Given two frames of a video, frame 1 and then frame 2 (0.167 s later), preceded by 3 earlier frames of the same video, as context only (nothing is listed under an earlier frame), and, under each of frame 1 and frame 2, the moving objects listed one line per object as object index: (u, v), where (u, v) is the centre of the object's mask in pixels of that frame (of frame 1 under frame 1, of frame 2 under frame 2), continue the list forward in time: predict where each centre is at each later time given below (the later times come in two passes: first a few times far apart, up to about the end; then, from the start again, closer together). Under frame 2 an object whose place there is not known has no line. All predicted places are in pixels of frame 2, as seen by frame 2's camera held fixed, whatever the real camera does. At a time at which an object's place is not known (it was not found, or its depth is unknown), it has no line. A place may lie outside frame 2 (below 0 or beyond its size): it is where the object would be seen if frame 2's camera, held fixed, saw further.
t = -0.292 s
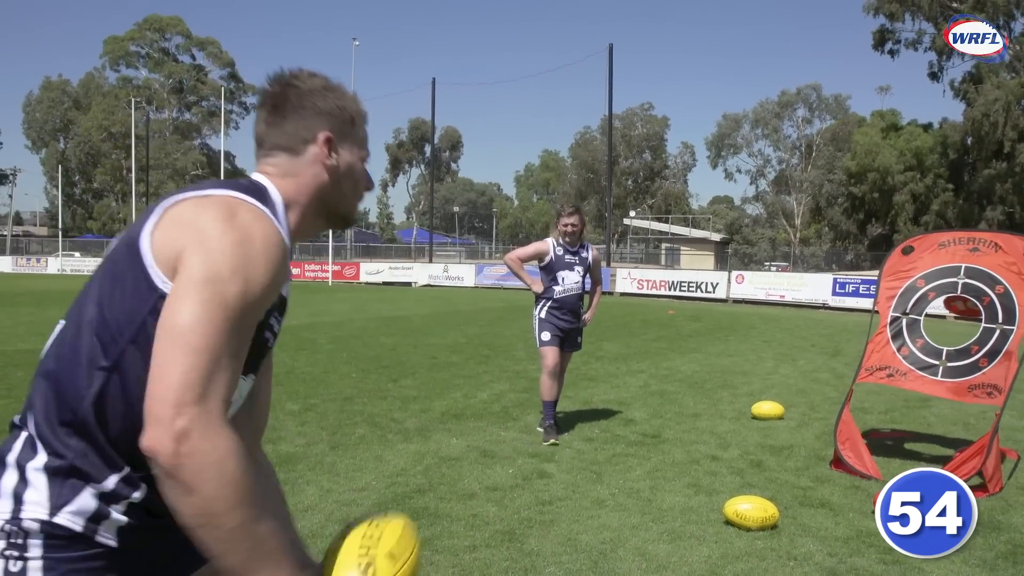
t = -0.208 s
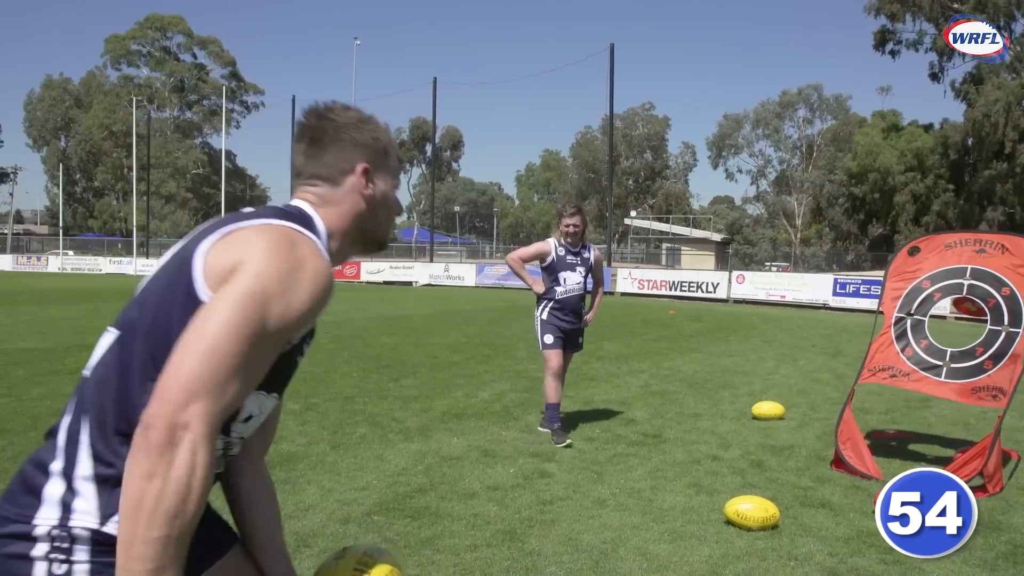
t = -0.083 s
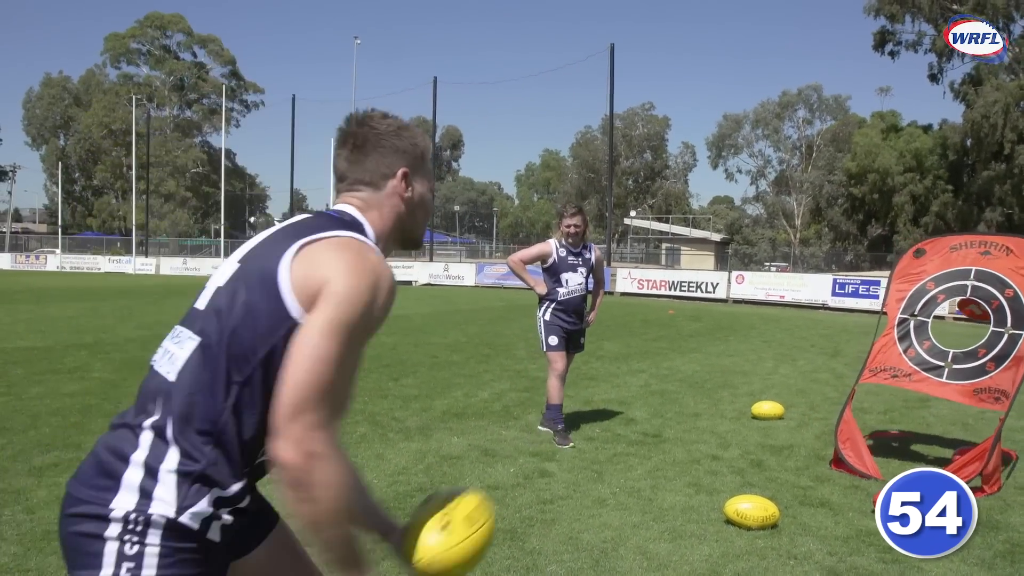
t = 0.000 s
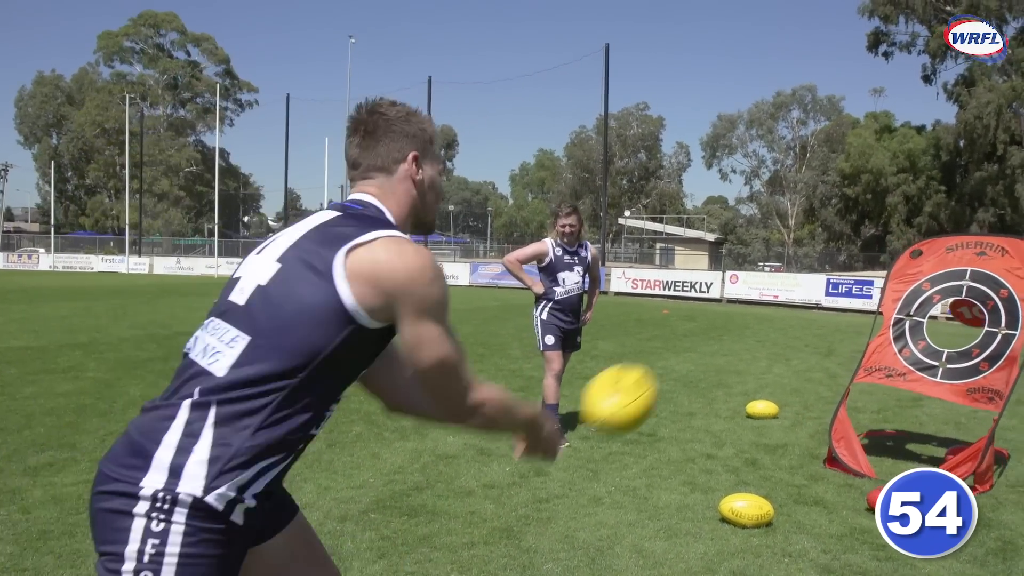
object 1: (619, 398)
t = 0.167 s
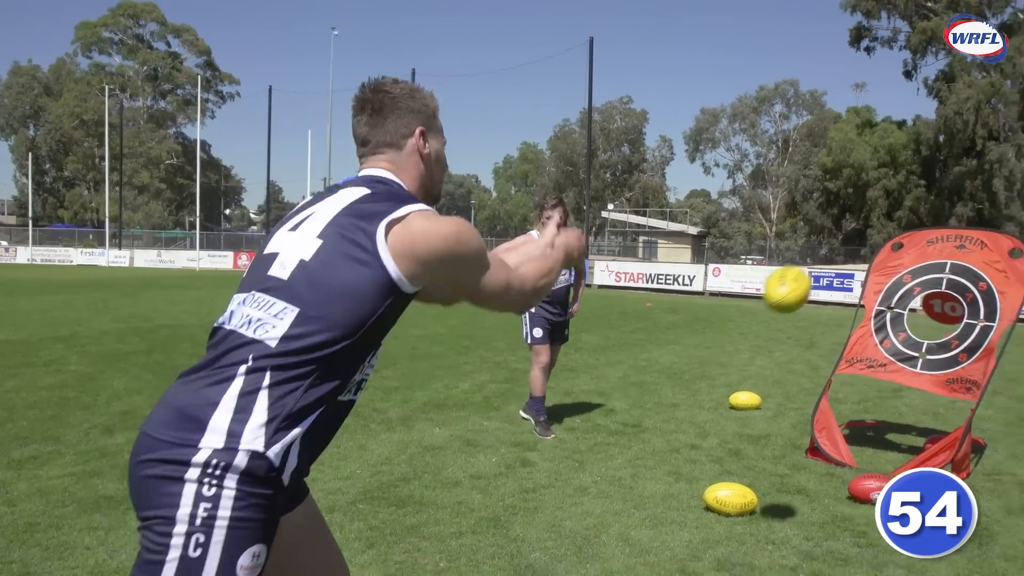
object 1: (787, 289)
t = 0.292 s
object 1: (859, 278)
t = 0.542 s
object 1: (938, 325)
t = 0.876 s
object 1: (994, 372)
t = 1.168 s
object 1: (1038, 334)
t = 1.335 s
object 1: (1060, 351)
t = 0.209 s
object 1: (815, 281)
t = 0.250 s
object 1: (838, 278)
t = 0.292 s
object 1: (859, 278)
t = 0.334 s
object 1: (877, 280)
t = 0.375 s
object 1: (893, 285)
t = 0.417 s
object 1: (906, 292)
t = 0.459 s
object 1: (919, 300)
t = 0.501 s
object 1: (933, 316)
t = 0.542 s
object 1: (938, 325)
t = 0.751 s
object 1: (974, 402)
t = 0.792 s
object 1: (982, 400)
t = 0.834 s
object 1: (989, 385)
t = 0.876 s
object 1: (994, 372)
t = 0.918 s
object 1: (1000, 362)
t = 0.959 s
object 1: (1006, 353)
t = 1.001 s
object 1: (1015, 343)
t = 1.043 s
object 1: (1021, 338)
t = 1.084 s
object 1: (1027, 335)
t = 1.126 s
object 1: (1033, 334)
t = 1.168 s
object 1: (1038, 334)
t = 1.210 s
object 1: (1044, 337)
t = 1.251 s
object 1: (1050, 340)
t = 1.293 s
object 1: (1055, 345)
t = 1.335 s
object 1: (1060, 351)
